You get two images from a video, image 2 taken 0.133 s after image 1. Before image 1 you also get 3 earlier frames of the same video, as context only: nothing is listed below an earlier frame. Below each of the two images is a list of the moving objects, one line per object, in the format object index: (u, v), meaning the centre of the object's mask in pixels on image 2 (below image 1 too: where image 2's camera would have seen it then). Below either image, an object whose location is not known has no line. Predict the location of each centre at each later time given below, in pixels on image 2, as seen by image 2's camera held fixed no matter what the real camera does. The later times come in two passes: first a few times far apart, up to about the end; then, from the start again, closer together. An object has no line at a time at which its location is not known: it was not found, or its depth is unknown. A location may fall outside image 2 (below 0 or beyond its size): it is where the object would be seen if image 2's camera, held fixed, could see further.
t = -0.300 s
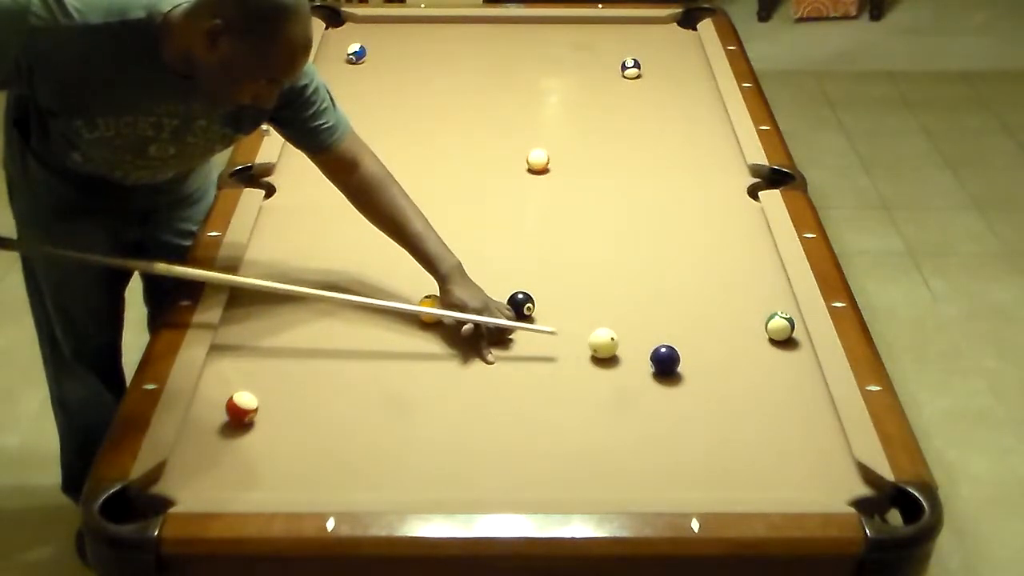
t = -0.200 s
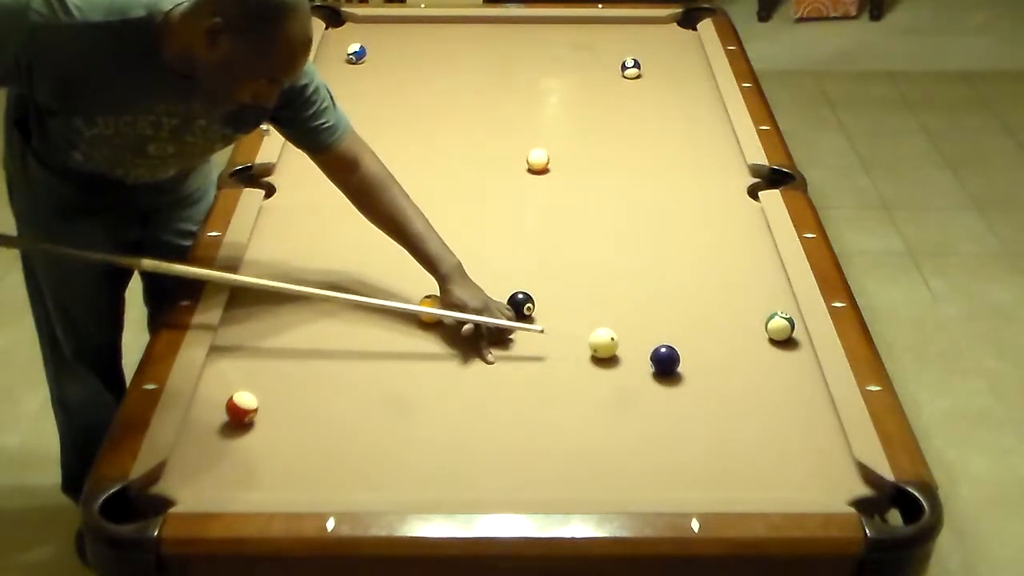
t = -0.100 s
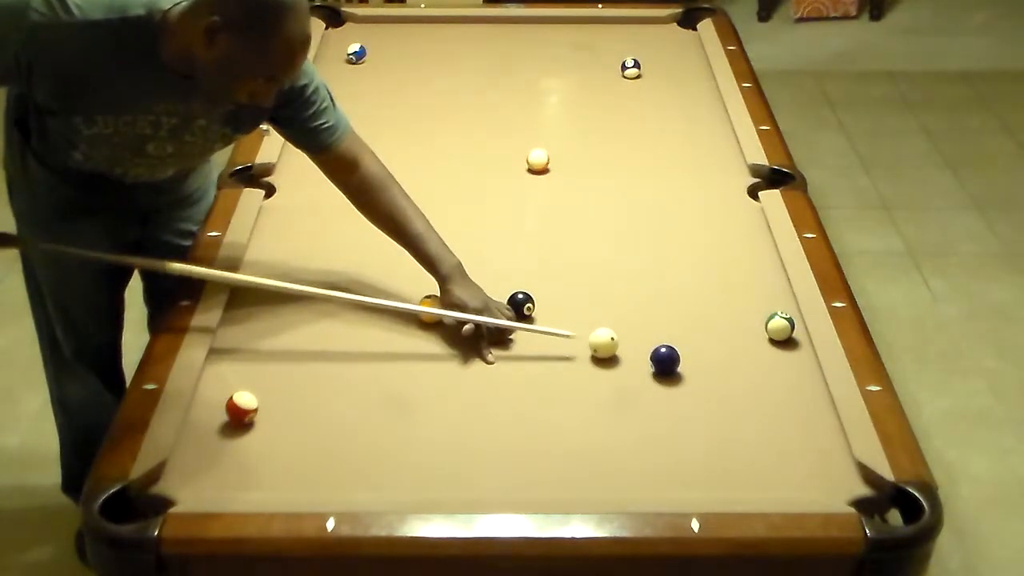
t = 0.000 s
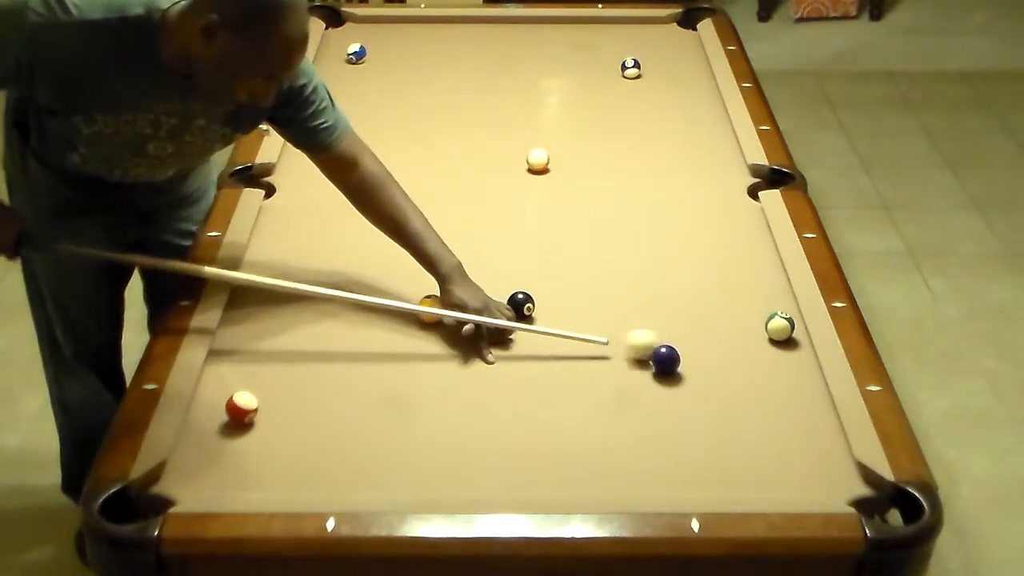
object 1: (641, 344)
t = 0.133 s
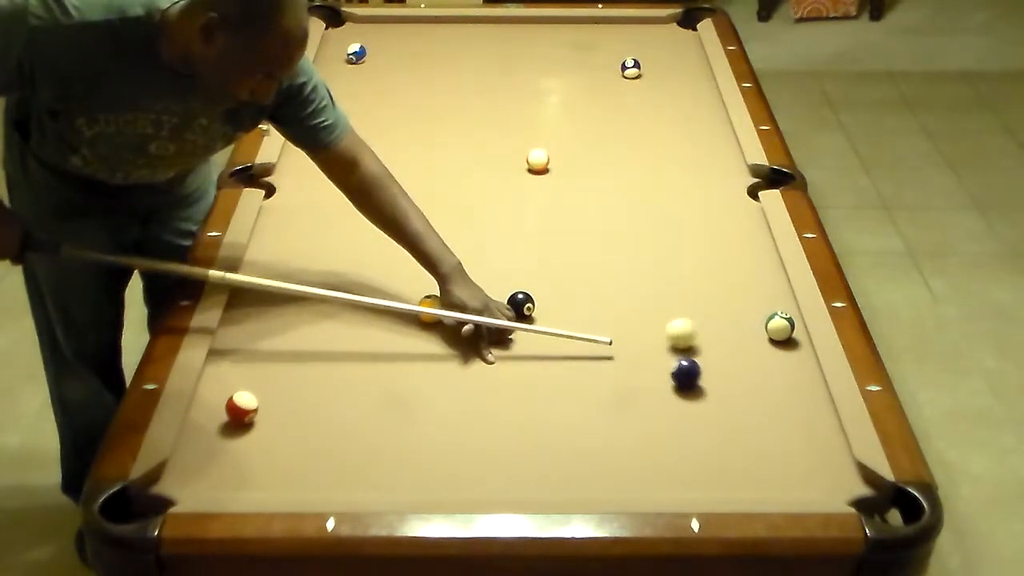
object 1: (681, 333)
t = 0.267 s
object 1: (716, 323)
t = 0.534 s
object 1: (781, 300)
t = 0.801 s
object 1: (733, 284)
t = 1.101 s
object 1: (684, 266)
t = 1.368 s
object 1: (644, 252)
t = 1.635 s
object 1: (608, 239)
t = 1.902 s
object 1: (575, 228)
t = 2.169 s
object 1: (546, 218)
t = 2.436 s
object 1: (521, 209)
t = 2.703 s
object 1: (498, 201)
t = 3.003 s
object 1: (474, 193)
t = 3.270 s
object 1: (457, 188)
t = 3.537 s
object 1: (442, 182)
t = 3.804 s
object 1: (429, 179)
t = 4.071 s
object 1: (418, 176)
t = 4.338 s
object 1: (410, 174)
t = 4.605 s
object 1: (405, 173)
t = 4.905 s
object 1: (402, 173)
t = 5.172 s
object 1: (401, 173)
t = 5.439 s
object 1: (401, 172)
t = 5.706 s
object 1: (401, 172)
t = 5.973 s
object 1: (401, 172)
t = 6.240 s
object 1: (401, 172)
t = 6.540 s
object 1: (401, 172)
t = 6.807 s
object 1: (401, 172)
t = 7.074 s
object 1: (401, 172)
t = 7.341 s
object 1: (401, 172)
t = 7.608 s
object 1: (401, 172)
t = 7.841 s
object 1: (401, 172)
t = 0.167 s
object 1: (690, 330)
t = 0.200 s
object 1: (699, 328)
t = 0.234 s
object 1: (708, 326)
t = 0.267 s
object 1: (716, 323)
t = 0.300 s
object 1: (725, 320)
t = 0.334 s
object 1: (733, 317)
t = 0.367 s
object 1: (741, 314)
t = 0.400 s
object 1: (750, 311)
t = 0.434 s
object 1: (758, 308)
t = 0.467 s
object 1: (765, 305)
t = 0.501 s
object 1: (773, 302)
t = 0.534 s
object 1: (781, 300)
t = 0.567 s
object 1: (777, 299)
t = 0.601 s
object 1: (770, 297)
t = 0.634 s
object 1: (764, 295)
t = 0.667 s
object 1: (758, 292)
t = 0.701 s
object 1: (752, 291)
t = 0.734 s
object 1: (745, 288)
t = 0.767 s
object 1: (739, 286)
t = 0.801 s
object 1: (733, 284)
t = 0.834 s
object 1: (728, 282)
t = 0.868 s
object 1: (722, 280)
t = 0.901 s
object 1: (717, 278)
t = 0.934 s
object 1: (711, 276)
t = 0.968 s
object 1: (705, 274)
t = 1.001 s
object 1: (699, 272)
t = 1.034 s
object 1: (694, 270)
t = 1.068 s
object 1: (689, 268)
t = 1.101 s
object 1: (684, 266)
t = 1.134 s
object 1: (679, 264)
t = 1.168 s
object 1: (673, 262)
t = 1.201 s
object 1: (668, 260)
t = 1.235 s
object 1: (663, 259)
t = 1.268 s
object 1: (658, 257)
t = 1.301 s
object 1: (653, 255)
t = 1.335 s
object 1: (649, 254)
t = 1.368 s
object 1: (644, 252)
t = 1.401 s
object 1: (639, 250)
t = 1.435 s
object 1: (635, 248)
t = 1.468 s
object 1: (630, 247)
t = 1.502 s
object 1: (626, 245)
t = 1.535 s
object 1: (621, 244)
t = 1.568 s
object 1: (617, 242)
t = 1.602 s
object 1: (612, 240)
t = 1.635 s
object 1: (608, 239)
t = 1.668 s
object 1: (604, 238)
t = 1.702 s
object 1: (600, 236)
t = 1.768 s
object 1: (591, 233)
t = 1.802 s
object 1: (588, 232)
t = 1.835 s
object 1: (583, 230)
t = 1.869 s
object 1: (580, 230)
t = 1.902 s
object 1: (575, 228)
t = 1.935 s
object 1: (572, 226)
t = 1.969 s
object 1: (568, 225)
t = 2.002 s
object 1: (564, 223)
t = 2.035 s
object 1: (561, 222)
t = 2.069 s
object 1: (557, 221)
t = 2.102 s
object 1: (554, 220)
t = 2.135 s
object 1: (550, 219)
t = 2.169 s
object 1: (546, 218)
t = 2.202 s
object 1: (543, 217)
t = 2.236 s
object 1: (540, 215)
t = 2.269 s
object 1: (536, 214)
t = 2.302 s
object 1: (533, 213)
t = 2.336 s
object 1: (530, 212)
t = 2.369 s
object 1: (527, 211)
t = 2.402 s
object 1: (524, 209)
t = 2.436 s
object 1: (521, 209)
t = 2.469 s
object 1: (518, 208)
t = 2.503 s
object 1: (515, 207)
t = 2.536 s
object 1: (512, 206)
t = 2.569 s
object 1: (509, 204)
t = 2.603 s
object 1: (506, 203)
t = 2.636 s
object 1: (503, 202)
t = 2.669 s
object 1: (500, 202)
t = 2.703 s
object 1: (498, 201)
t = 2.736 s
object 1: (495, 200)
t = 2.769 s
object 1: (492, 199)
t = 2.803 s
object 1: (489, 198)
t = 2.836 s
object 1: (487, 197)
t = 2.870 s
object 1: (484, 197)
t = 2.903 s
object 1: (482, 195)
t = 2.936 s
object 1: (479, 194)
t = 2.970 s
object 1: (477, 194)
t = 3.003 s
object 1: (474, 193)
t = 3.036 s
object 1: (472, 192)
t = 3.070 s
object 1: (470, 192)
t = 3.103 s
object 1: (467, 191)
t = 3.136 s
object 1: (465, 190)
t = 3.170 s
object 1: (463, 189)
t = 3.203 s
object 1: (461, 189)
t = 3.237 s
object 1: (459, 188)
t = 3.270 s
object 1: (457, 188)
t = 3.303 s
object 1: (455, 187)
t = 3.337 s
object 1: (453, 186)
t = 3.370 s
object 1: (451, 185)
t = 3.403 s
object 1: (449, 185)
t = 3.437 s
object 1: (447, 184)
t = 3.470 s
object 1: (446, 184)
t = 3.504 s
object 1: (444, 183)
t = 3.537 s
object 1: (442, 182)
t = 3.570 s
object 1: (440, 182)
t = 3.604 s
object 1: (439, 182)
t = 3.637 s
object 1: (437, 181)
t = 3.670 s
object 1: (435, 181)
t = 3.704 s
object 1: (434, 180)
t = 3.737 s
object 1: (432, 180)
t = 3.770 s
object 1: (431, 179)
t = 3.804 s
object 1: (429, 179)
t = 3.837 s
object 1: (428, 179)
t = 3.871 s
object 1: (427, 179)
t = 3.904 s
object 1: (425, 178)
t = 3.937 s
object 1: (424, 178)
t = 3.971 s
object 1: (422, 177)
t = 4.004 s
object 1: (421, 177)
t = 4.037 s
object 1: (419, 177)
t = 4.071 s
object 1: (418, 176)
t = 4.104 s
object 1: (417, 176)
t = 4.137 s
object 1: (416, 176)
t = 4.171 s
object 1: (415, 176)
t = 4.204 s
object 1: (414, 175)
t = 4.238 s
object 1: (413, 176)
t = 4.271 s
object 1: (412, 175)
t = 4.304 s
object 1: (411, 175)
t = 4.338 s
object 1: (410, 174)
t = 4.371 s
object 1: (409, 174)
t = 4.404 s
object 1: (409, 174)
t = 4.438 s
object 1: (408, 174)
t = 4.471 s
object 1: (407, 174)
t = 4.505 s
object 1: (406, 174)
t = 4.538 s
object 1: (406, 174)
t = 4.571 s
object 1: (405, 173)
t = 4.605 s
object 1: (405, 173)
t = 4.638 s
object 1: (404, 173)
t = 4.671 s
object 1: (404, 173)
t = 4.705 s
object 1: (404, 173)
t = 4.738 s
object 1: (403, 173)
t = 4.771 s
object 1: (403, 173)
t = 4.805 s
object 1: (402, 173)
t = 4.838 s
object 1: (402, 173)
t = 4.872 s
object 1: (402, 173)
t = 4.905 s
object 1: (402, 173)
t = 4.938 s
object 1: (401, 173)
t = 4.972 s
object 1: (401, 173)
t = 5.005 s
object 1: (401, 173)
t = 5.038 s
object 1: (401, 172)
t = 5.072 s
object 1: (401, 173)
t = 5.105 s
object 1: (401, 172)
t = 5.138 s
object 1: (401, 172)
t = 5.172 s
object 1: (401, 173)
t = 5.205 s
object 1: (401, 172)
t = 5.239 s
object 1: (401, 172)
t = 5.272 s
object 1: (401, 172)
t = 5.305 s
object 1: (401, 172)
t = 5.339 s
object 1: (401, 172)
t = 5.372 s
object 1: (401, 172)
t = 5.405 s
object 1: (401, 172)
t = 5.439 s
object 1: (401, 172)
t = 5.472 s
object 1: (401, 172)
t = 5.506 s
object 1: (401, 172)
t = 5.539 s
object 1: (401, 172)
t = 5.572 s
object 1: (401, 172)
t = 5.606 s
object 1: (401, 172)
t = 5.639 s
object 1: (401, 172)
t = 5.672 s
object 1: (401, 172)
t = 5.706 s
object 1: (401, 172)
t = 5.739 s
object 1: (401, 172)
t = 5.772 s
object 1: (401, 172)
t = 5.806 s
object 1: (401, 172)
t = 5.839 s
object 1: (401, 172)
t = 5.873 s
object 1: (401, 172)
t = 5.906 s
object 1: (401, 172)
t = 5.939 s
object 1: (401, 172)
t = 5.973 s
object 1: (401, 172)
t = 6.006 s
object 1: (401, 172)
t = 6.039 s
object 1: (401, 172)
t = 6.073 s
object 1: (401, 172)
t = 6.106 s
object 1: (401, 172)
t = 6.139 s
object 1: (401, 172)
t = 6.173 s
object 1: (401, 172)
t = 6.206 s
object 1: (401, 172)
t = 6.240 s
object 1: (401, 172)
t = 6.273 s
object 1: (401, 172)
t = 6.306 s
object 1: (401, 172)
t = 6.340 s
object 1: (401, 172)
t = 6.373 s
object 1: (401, 172)
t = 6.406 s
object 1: (401, 172)
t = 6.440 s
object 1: (401, 172)
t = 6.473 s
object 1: (401, 172)
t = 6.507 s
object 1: (401, 172)
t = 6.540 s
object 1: (401, 172)
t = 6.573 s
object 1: (401, 172)
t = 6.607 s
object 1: (401, 172)
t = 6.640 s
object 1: (401, 172)
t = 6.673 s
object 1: (401, 172)
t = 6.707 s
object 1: (401, 172)
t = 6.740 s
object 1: (401, 173)
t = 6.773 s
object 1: (401, 172)
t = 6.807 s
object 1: (401, 172)
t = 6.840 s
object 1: (401, 172)
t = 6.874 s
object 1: (401, 172)
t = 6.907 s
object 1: (401, 172)
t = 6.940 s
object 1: (401, 172)
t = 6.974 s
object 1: (401, 172)
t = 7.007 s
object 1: (401, 173)
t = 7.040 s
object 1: (401, 172)
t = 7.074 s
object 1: (401, 172)
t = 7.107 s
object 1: (401, 172)
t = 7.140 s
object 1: (401, 172)
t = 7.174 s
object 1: (401, 172)
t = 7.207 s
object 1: (401, 172)
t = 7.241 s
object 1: (401, 172)
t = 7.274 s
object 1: (401, 172)
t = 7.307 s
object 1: (401, 172)
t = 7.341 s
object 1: (401, 172)
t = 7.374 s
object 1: (401, 172)
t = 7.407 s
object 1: (401, 172)
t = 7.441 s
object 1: (401, 172)
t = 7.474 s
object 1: (401, 172)
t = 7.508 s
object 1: (401, 172)
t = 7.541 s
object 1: (401, 172)
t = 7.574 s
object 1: (401, 173)
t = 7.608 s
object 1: (401, 172)
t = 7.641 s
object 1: (401, 173)
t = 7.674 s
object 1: (401, 172)
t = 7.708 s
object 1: (401, 172)
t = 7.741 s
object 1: (401, 172)
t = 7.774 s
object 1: (401, 172)
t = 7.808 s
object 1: (401, 172)
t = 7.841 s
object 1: (401, 172)
